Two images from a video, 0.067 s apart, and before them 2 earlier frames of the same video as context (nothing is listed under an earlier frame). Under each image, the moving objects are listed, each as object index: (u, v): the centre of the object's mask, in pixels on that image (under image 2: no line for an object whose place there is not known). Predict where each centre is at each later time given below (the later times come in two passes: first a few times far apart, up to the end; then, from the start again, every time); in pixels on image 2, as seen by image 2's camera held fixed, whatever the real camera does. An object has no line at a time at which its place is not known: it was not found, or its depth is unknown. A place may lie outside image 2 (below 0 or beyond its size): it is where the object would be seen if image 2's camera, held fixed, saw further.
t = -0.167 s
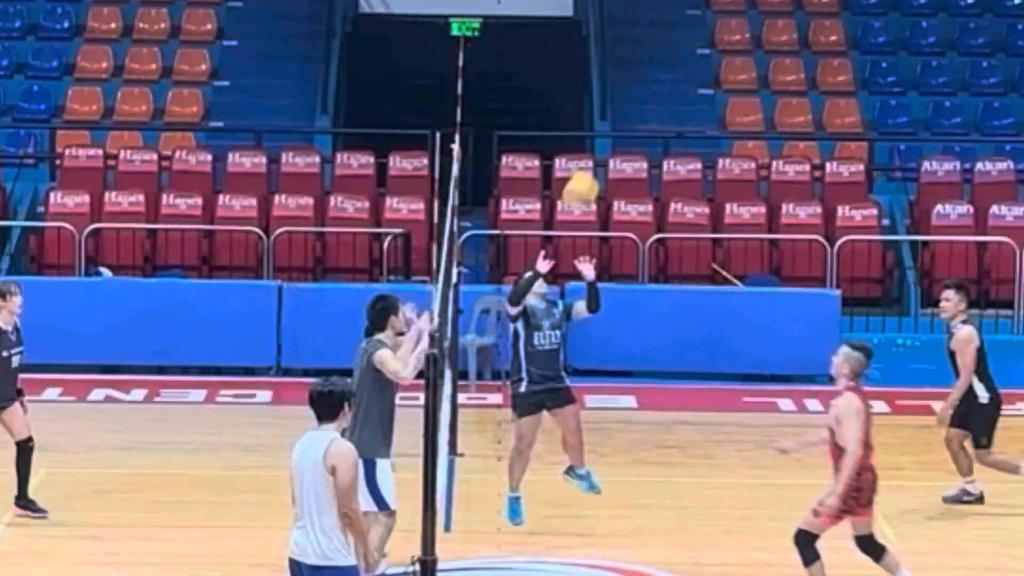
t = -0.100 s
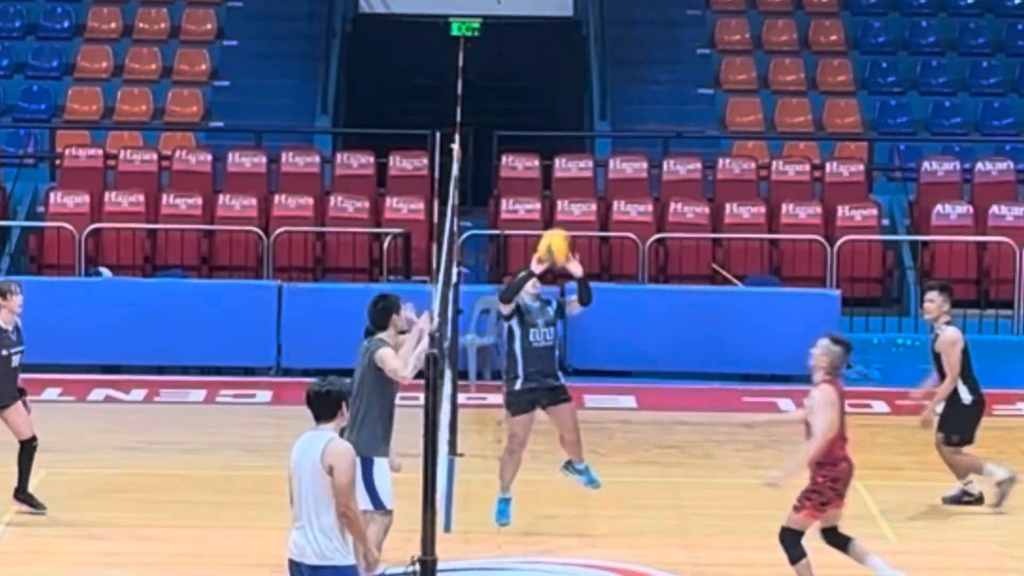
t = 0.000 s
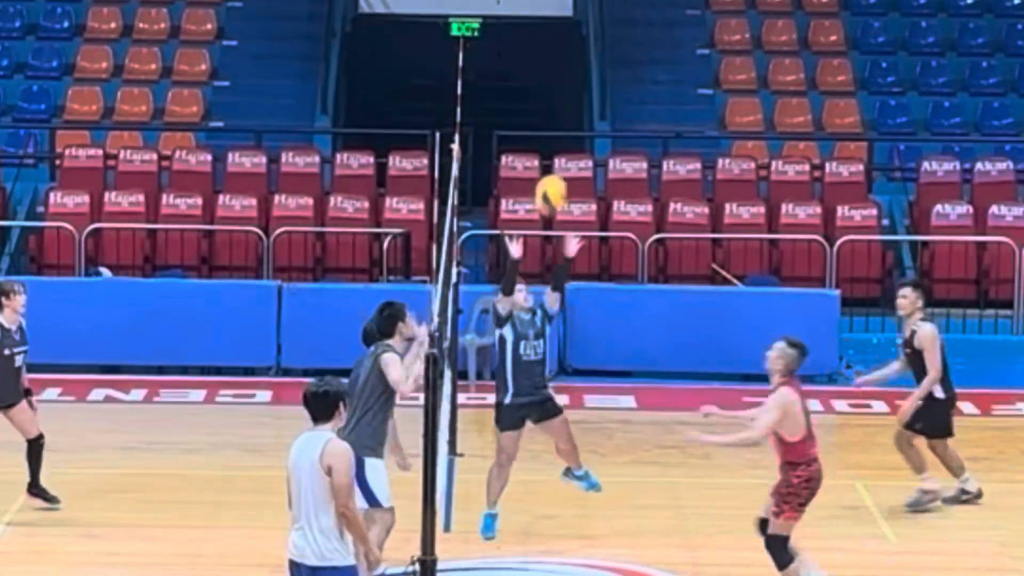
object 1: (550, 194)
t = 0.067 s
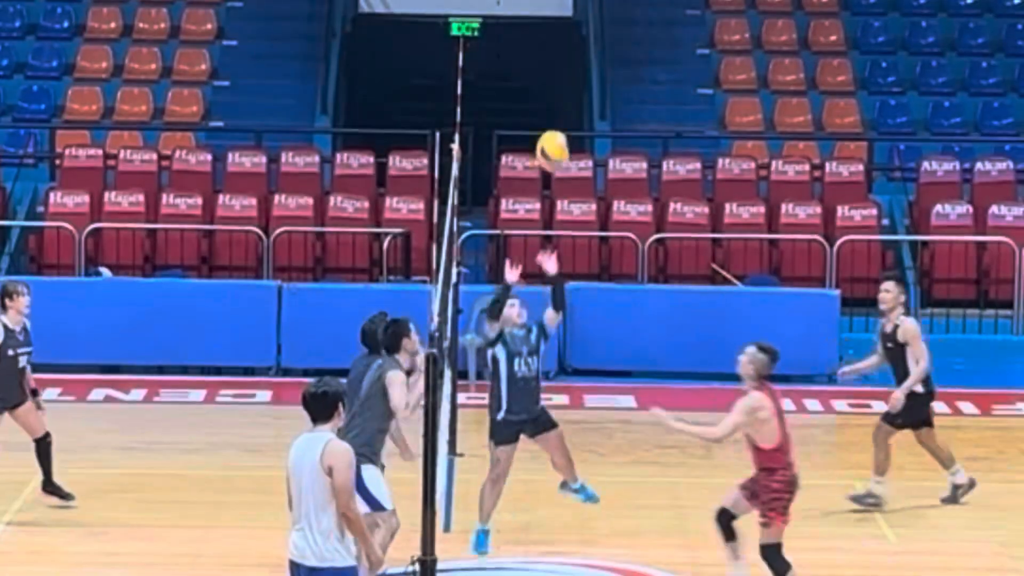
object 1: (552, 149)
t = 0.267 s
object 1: (557, 58)
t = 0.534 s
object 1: (565, 36)
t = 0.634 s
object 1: (566, 57)
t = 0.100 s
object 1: (553, 132)
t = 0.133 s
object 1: (554, 114)
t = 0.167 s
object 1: (555, 97)
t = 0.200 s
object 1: (556, 83)
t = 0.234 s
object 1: (557, 70)
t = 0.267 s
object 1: (557, 58)
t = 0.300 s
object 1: (558, 49)
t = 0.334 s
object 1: (560, 42)
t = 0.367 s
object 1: (561, 37)
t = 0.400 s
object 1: (562, 33)
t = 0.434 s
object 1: (563, 31)
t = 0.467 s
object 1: (563, 31)
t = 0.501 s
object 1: (564, 32)
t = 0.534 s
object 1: (565, 36)
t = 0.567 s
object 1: (565, 41)
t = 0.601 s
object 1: (566, 48)
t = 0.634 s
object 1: (566, 57)
